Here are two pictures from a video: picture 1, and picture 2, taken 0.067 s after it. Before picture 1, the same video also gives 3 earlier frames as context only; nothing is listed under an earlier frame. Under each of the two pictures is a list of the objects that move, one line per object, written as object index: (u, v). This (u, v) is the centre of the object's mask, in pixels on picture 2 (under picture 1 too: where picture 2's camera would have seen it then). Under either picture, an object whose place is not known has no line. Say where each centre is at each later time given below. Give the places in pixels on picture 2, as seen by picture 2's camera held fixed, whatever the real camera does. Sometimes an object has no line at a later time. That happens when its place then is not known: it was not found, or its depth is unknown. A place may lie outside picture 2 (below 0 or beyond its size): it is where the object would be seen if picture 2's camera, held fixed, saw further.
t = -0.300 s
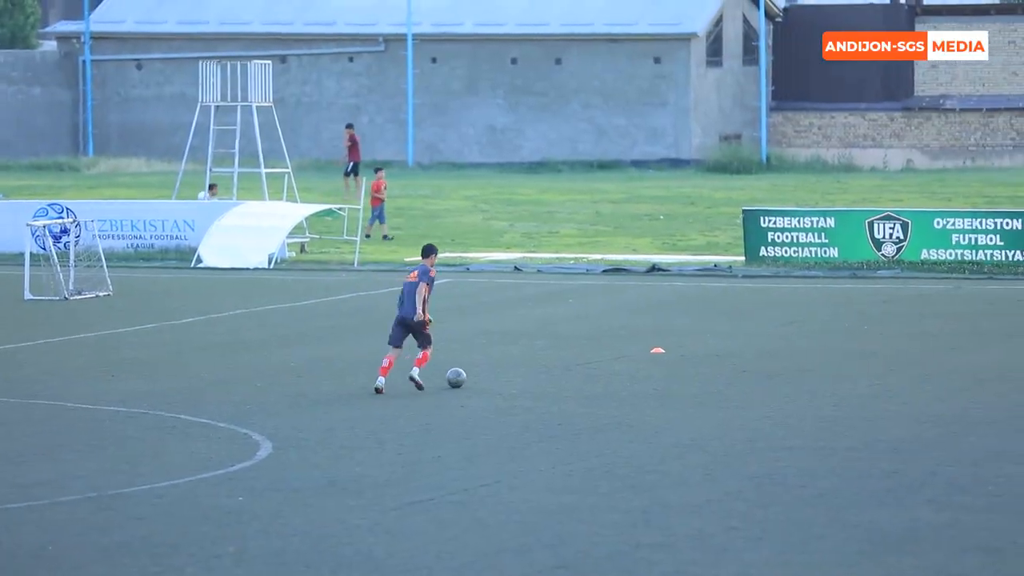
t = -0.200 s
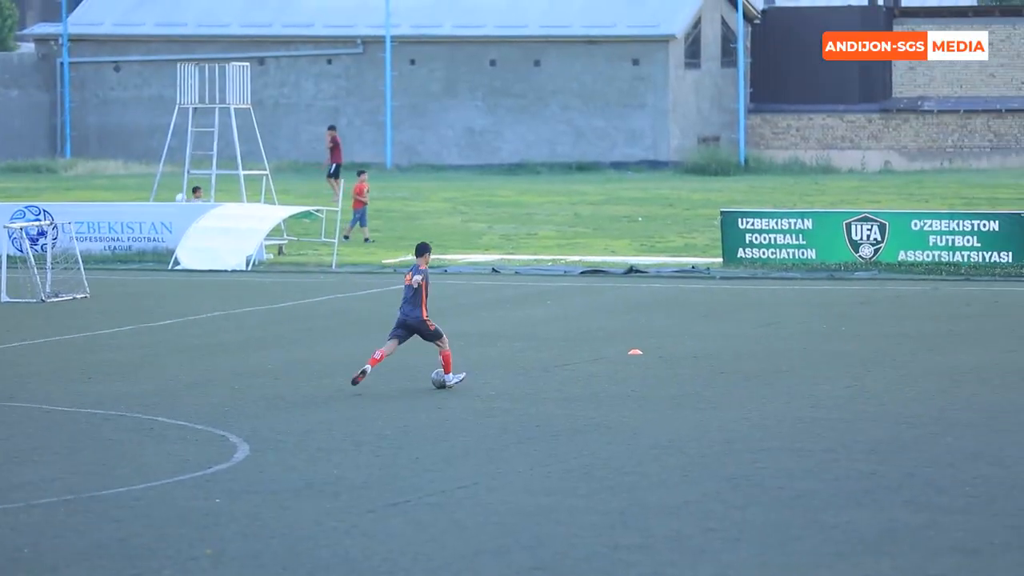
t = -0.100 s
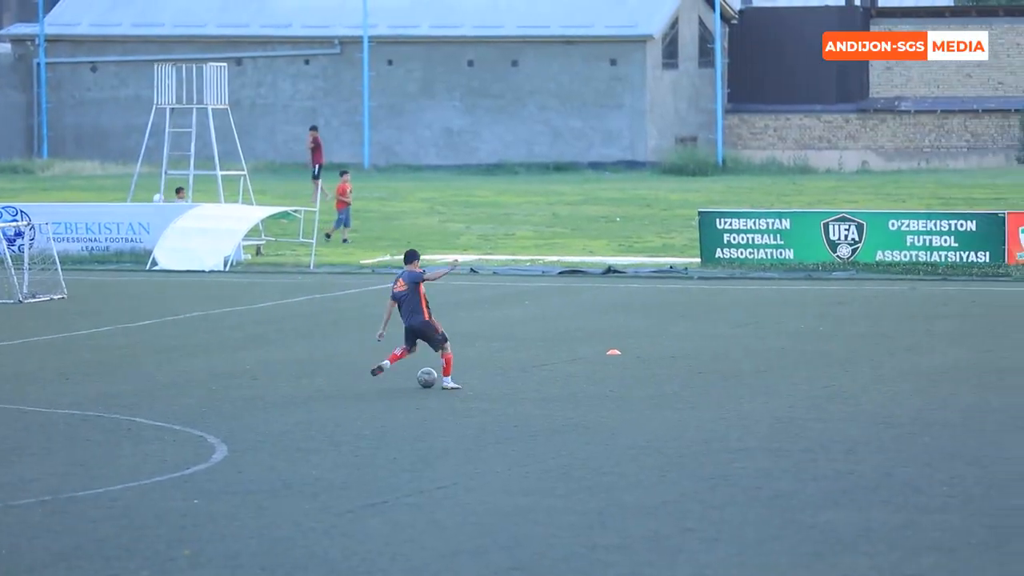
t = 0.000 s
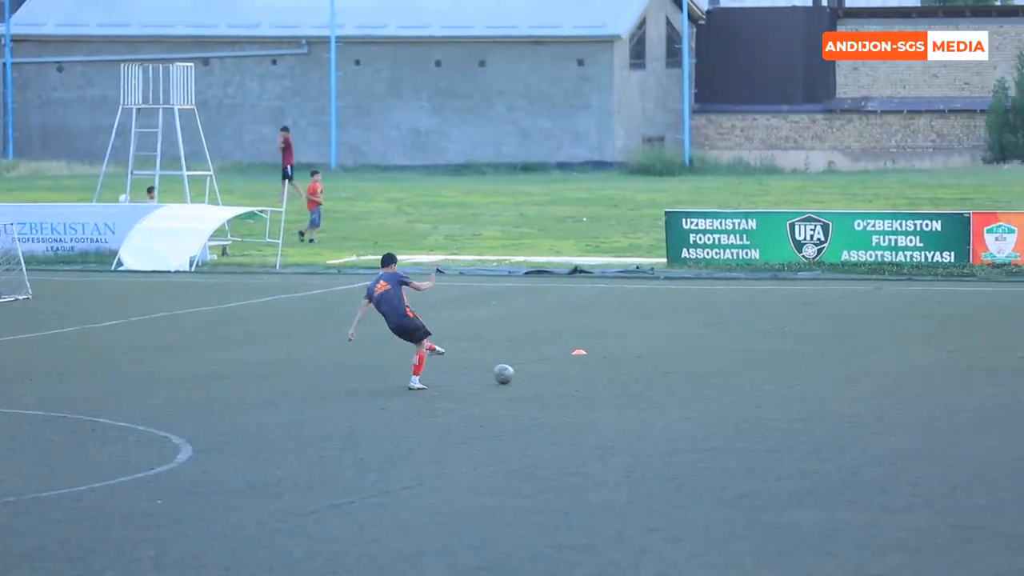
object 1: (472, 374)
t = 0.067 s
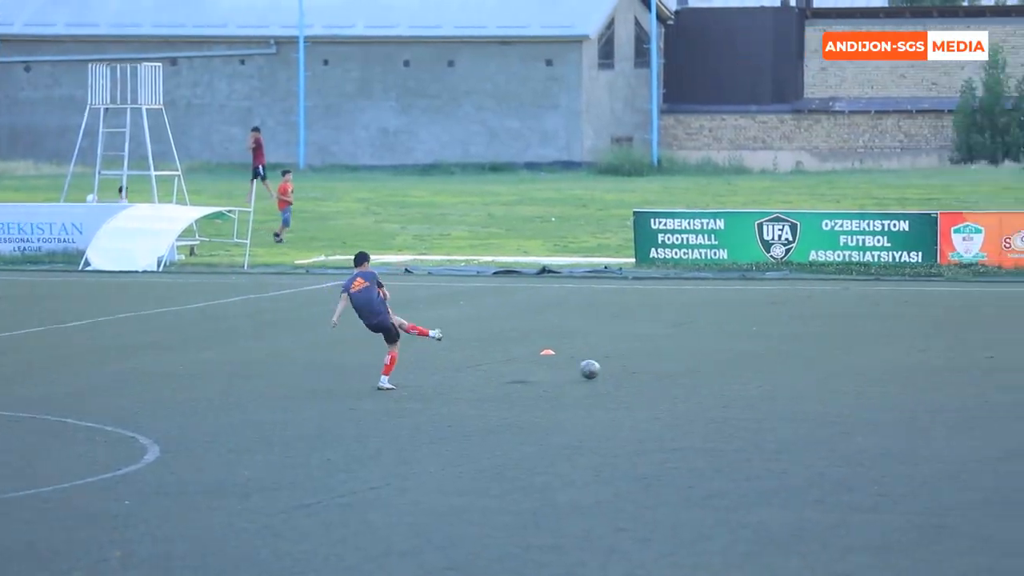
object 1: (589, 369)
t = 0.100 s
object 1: (646, 368)
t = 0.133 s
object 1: (703, 367)
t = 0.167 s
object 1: (757, 366)
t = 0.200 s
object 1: (809, 365)
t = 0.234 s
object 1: (858, 365)
